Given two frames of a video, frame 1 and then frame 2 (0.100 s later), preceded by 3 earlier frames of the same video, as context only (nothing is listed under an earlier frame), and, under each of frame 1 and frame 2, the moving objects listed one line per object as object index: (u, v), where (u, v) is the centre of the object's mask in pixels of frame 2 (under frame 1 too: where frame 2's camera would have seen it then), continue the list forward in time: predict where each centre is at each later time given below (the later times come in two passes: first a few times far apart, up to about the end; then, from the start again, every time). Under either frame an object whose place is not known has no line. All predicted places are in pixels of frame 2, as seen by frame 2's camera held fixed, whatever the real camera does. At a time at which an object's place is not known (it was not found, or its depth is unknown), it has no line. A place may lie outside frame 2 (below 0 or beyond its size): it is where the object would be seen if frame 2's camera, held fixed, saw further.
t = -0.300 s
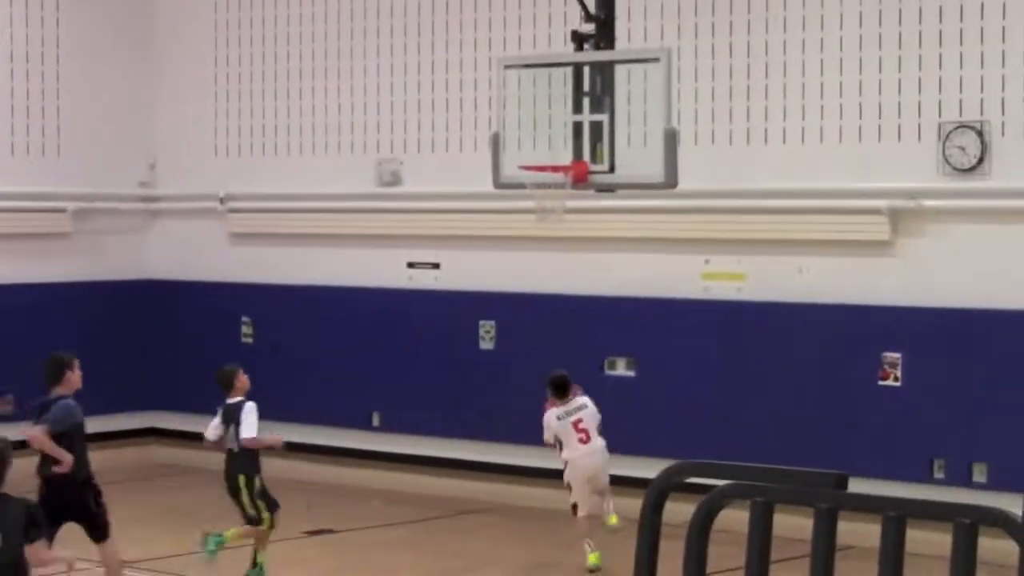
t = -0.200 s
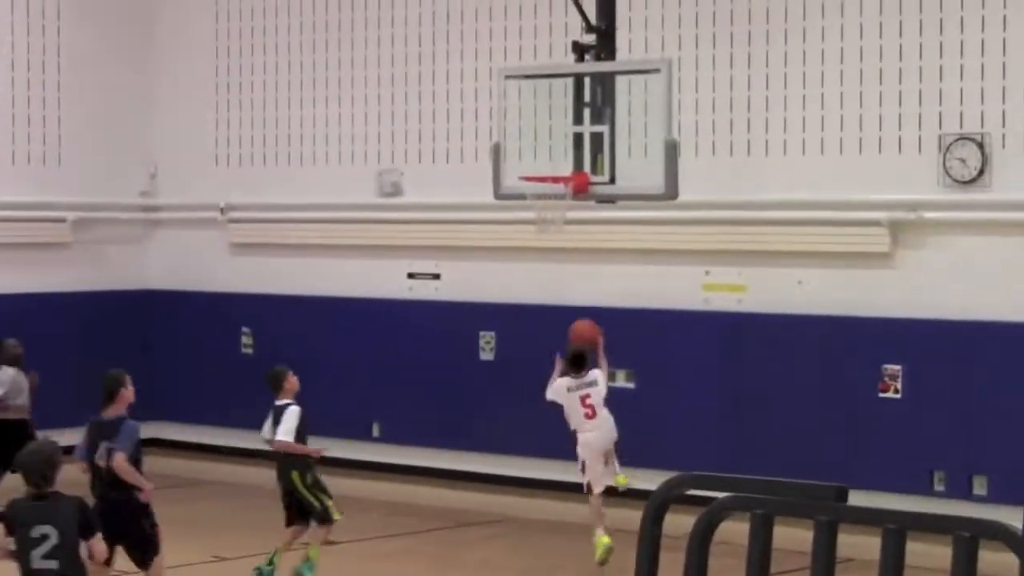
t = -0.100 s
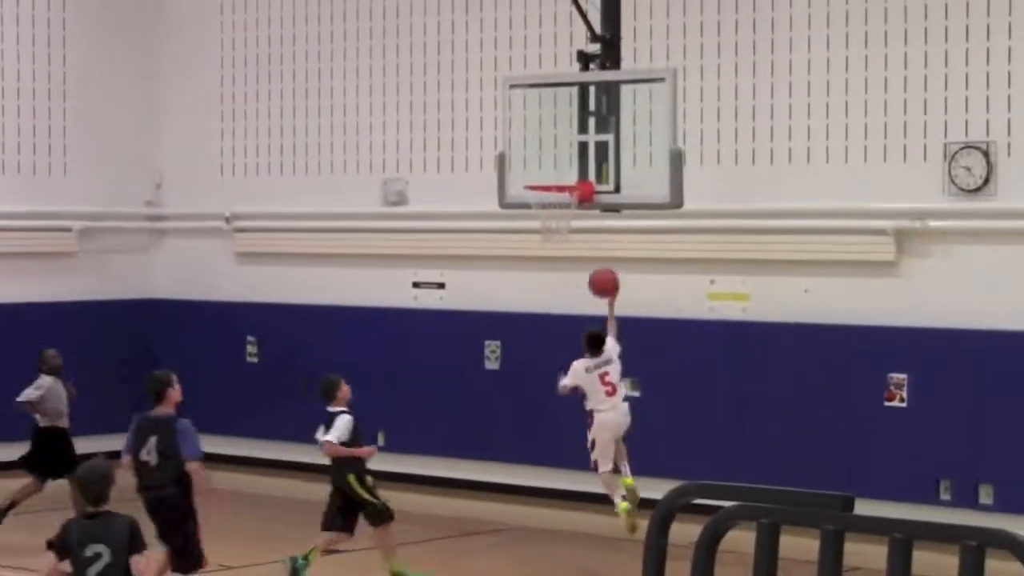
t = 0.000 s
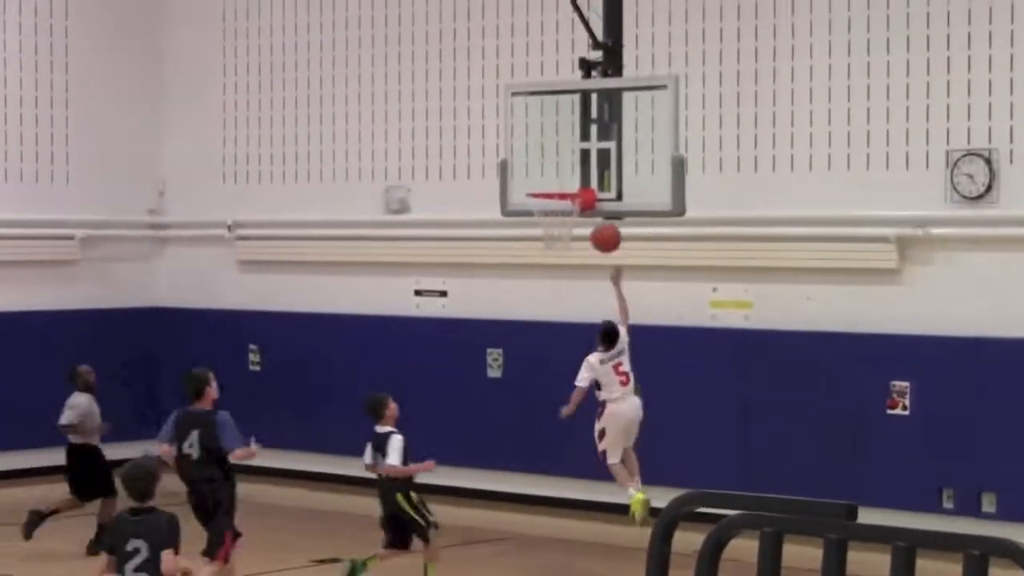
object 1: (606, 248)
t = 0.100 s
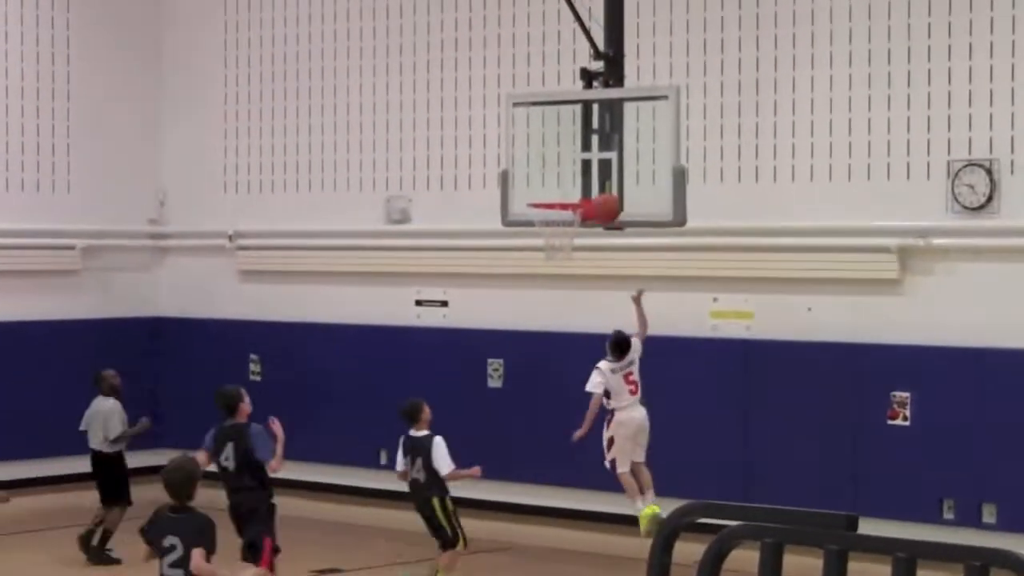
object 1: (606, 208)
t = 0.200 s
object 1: (605, 182)
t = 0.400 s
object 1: (586, 166)
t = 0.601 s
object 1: (552, 201)
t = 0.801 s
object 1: (540, 239)
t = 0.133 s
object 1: (606, 198)
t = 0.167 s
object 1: (605, 189)
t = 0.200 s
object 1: (605, 182)
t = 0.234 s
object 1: (605, 175)
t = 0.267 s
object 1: (604, 171)
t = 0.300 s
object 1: (603, 167)
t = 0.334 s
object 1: (597, 166)
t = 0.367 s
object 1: (591, 166)
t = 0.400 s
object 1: (586, 166)
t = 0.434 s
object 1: (579, 169)
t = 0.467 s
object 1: (574, 173)
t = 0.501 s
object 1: (568, 178)
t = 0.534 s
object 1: (563, 184)
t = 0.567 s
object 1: (557, 192)
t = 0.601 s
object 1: (552, 201)
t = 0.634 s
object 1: (545, 212)
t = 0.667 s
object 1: (541, 222)
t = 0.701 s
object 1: (539, 230)
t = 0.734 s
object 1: (538, 233)
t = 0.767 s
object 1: (539, 236)
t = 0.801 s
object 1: (540, 239)
